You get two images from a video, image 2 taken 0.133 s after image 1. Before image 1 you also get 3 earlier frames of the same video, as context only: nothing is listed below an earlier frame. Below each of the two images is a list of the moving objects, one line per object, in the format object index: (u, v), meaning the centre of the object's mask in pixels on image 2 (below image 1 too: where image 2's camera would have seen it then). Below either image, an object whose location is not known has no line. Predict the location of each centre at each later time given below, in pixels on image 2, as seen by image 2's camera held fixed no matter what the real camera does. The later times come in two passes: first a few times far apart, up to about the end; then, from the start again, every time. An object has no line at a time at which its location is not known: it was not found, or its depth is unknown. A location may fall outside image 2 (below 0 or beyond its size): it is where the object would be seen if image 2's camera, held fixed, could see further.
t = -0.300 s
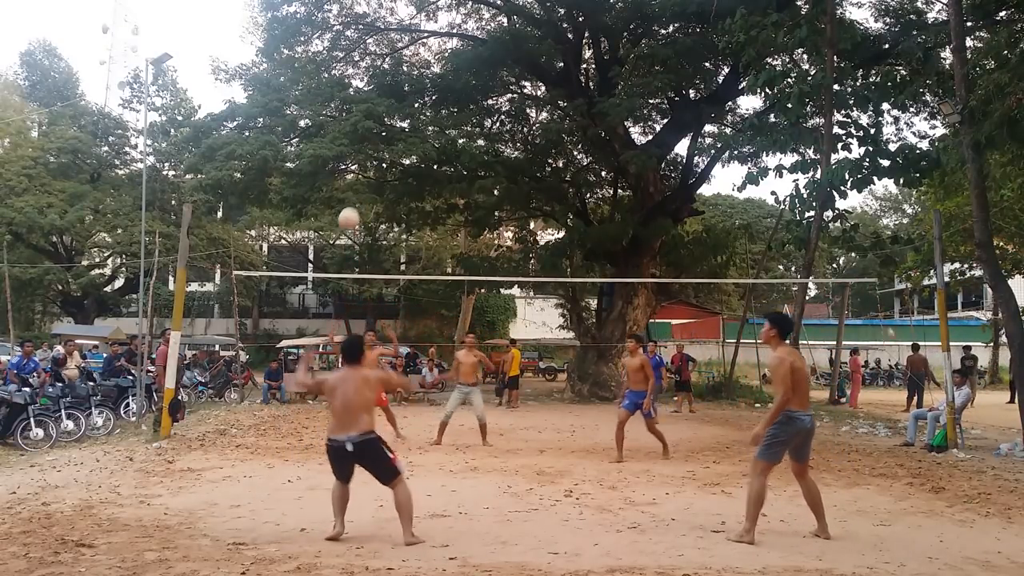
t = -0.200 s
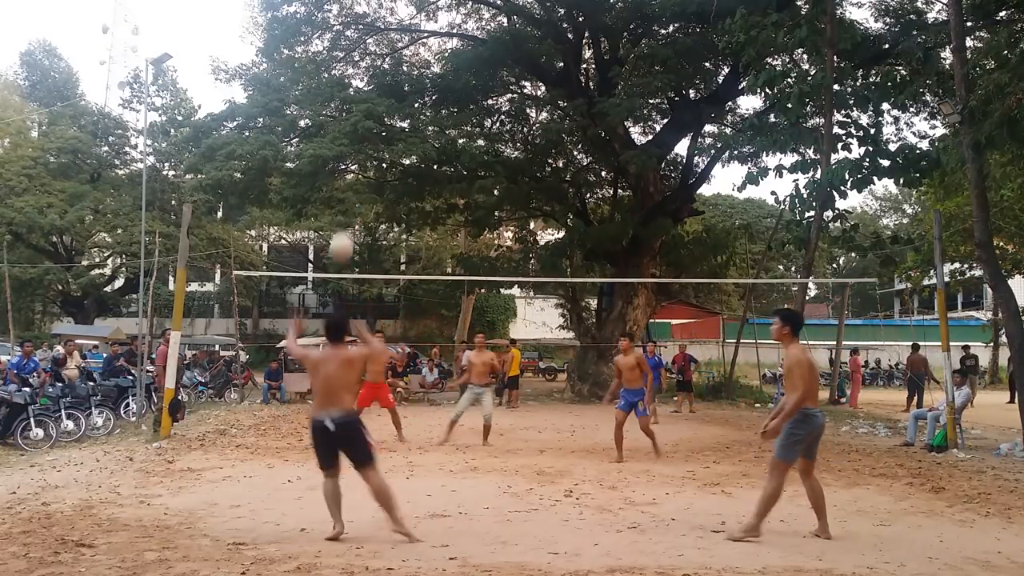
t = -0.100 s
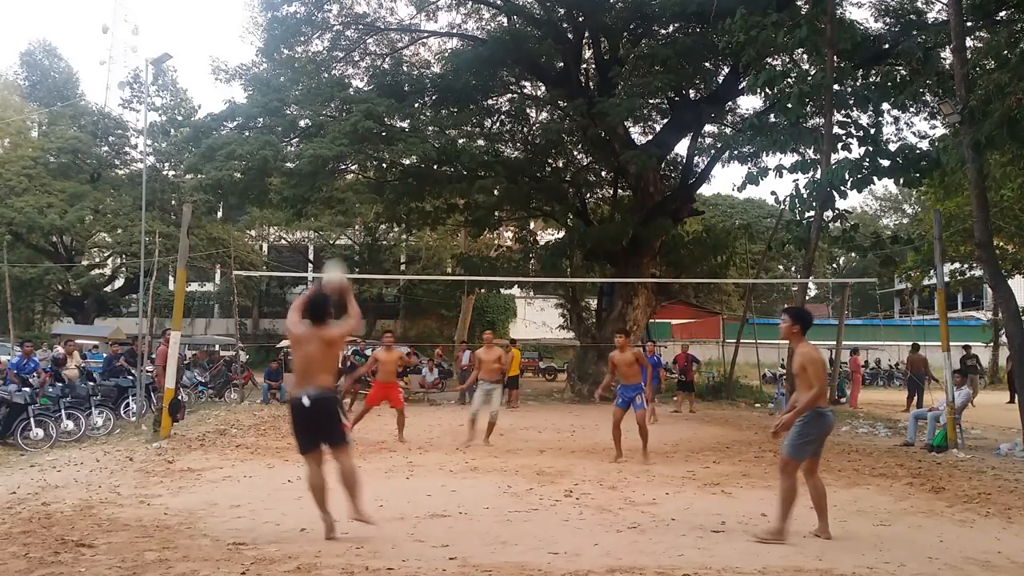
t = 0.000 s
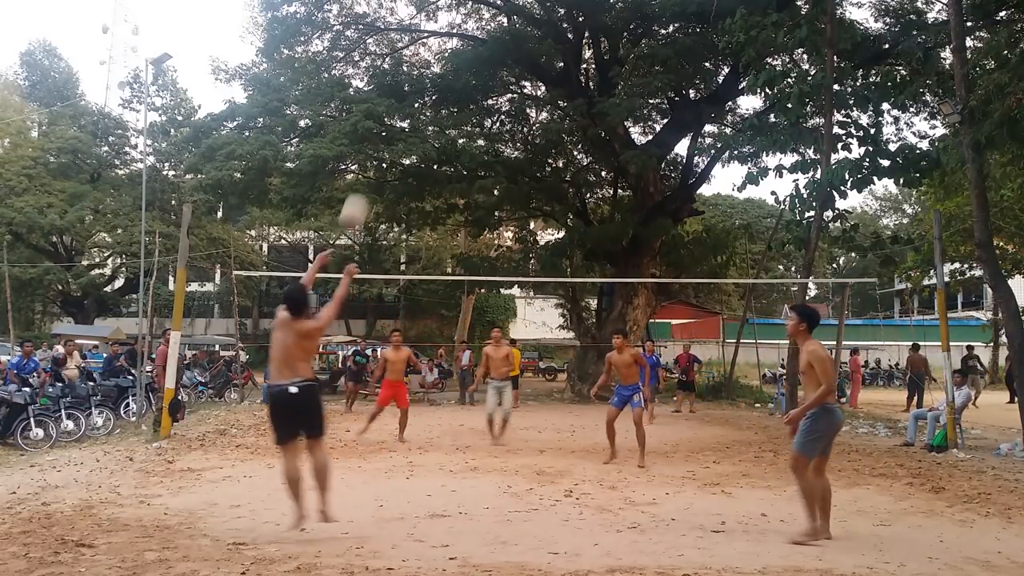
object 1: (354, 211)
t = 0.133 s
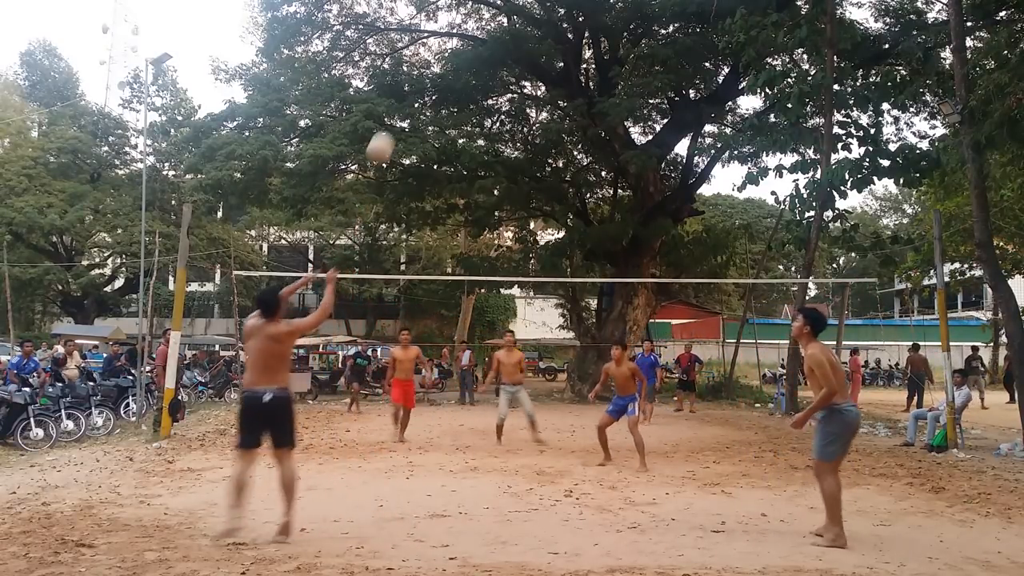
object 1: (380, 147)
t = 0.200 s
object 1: (392, 124)
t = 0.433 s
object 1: (429, 86)
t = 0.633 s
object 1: (455, 97)
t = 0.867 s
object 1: (481, 152)
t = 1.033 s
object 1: (496, 215)
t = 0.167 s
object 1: (386, 136)
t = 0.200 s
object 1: (392, 124)
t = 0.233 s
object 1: (399, 113)
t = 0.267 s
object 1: (404, 107)
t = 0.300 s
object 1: (409, 101)
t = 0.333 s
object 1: (414, 95)
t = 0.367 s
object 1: (420, 91)
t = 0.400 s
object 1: (424, 88)
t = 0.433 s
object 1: (429, 86)
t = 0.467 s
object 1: (434, 85)
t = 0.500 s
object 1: (439, 86)
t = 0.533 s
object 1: (443, 87)
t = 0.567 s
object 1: (447, 90)
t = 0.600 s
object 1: (451, 93)
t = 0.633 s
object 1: (455, 97)
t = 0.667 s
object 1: (459, 102)
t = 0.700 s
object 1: (463, 108)
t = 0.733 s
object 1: (467, 115)
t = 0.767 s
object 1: (471, 123)
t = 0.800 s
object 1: (474, 131)
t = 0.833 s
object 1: (477, 142)
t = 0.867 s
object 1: (481, 152)
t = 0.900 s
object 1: (484, 163)
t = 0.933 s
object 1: (487, 176)
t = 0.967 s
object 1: (490, 188)
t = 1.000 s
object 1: (493, 200)
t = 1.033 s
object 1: (496, 215)
